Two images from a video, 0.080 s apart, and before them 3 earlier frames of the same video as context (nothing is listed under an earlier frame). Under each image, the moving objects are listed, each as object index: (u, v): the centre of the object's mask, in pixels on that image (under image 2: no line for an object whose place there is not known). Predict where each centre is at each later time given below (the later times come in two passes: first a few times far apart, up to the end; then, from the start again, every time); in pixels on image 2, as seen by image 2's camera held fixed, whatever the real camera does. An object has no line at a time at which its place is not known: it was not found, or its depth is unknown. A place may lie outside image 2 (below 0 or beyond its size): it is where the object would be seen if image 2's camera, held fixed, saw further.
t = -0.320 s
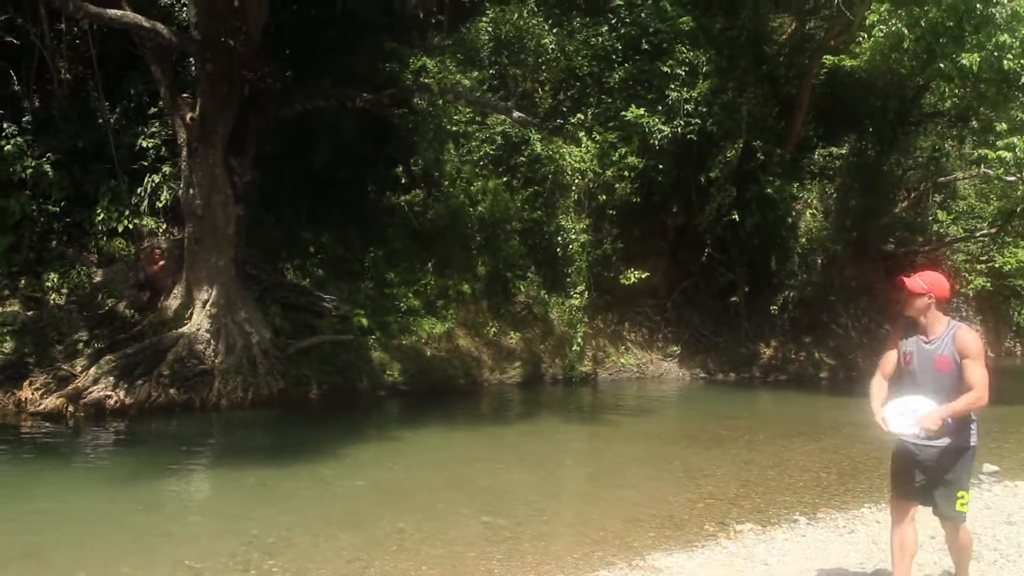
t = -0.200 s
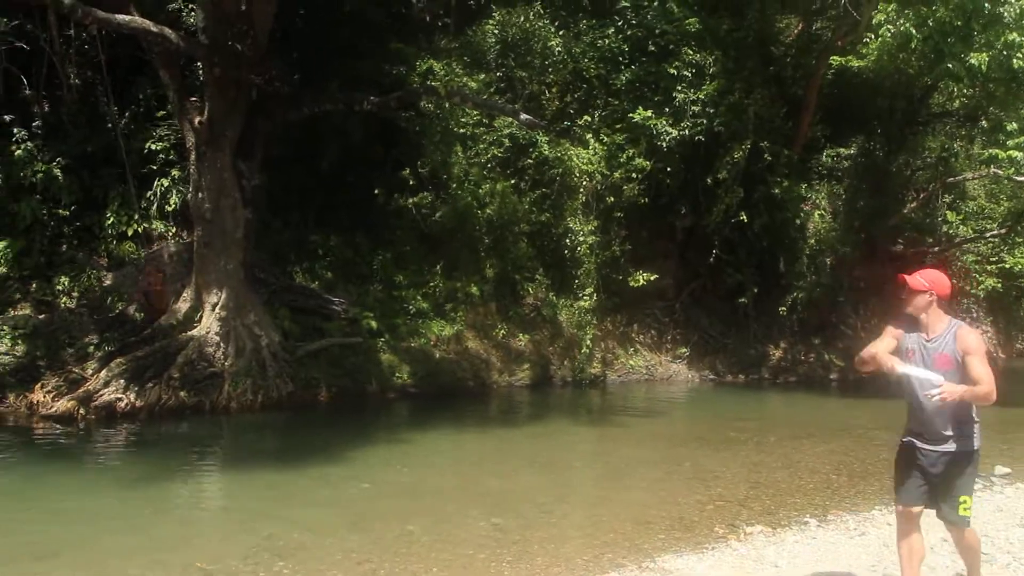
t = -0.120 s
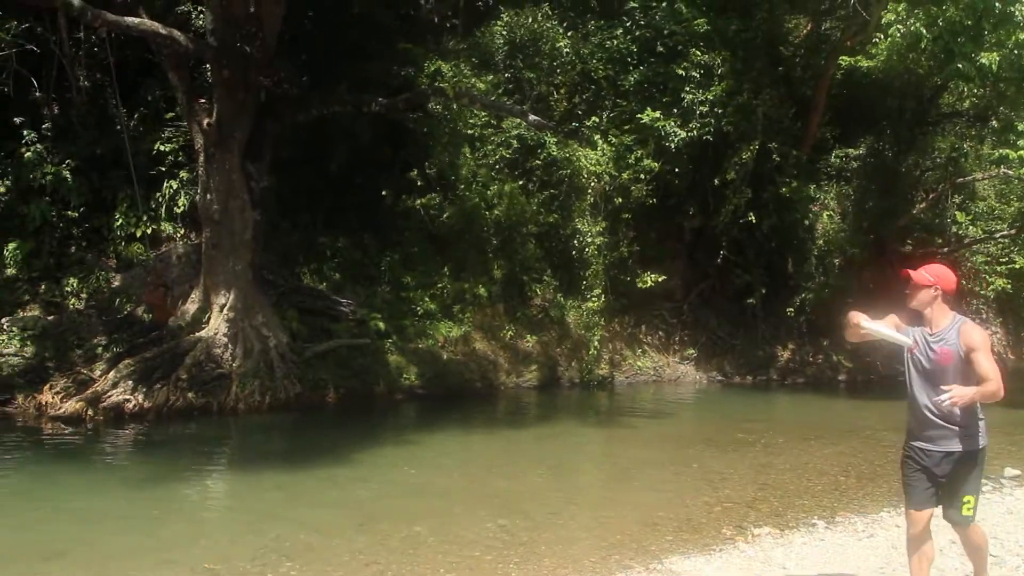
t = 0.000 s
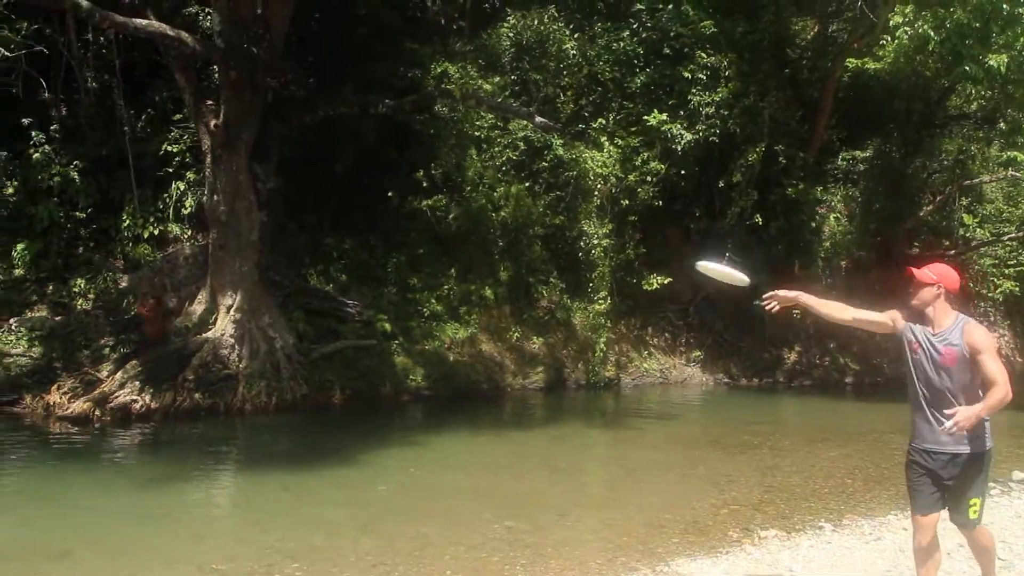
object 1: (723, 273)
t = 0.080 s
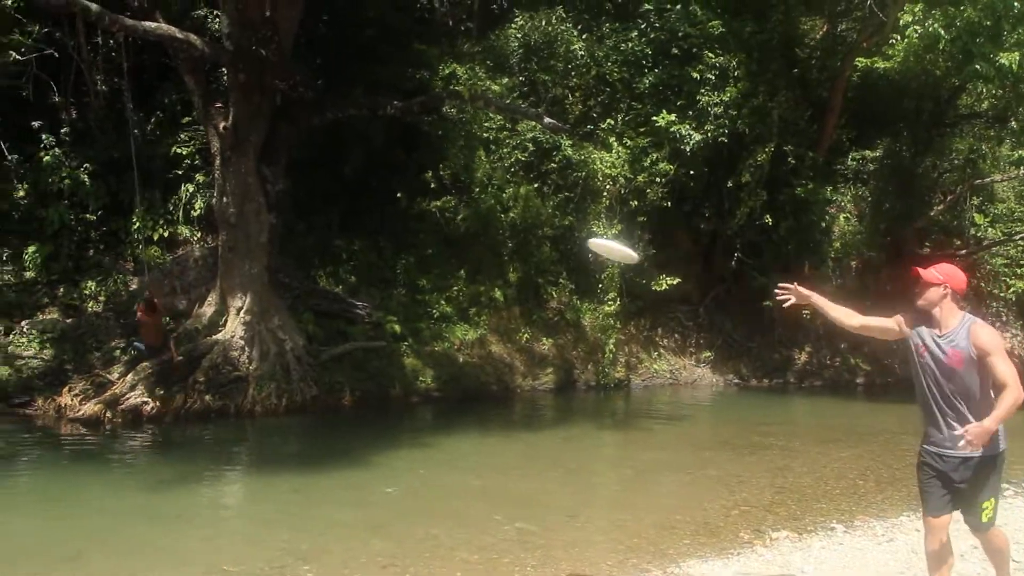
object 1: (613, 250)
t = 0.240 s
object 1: (407, 240)
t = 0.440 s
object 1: (212, 265)
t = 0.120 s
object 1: (557, 243)
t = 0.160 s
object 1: (505, 241)
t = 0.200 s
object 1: (455, 240)
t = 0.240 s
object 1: (407, 240)
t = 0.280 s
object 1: (363, 243)
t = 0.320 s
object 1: (322, 248)
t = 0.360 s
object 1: (284, 253)
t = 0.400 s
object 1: (247, 258)
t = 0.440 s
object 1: (212, 265)
